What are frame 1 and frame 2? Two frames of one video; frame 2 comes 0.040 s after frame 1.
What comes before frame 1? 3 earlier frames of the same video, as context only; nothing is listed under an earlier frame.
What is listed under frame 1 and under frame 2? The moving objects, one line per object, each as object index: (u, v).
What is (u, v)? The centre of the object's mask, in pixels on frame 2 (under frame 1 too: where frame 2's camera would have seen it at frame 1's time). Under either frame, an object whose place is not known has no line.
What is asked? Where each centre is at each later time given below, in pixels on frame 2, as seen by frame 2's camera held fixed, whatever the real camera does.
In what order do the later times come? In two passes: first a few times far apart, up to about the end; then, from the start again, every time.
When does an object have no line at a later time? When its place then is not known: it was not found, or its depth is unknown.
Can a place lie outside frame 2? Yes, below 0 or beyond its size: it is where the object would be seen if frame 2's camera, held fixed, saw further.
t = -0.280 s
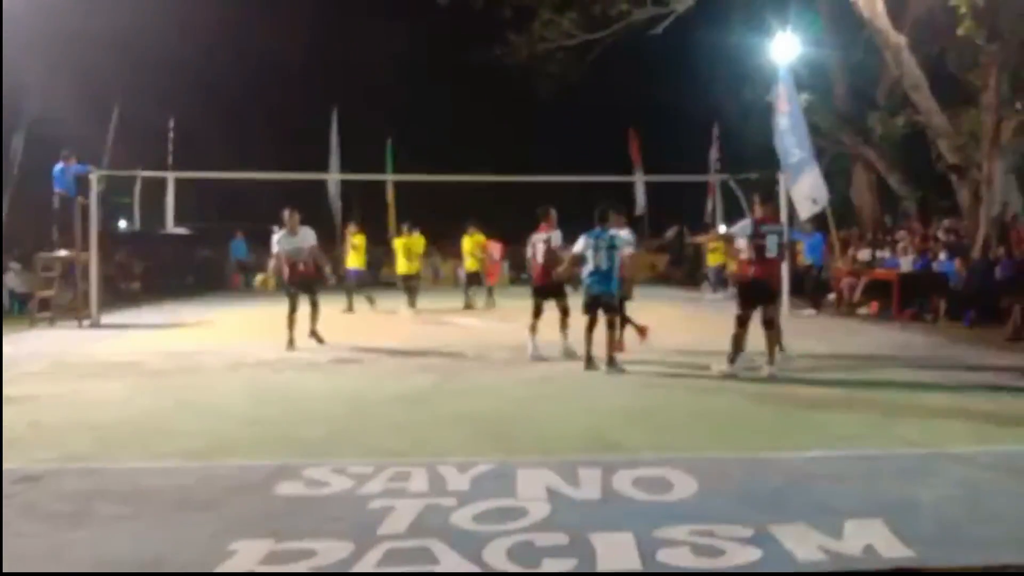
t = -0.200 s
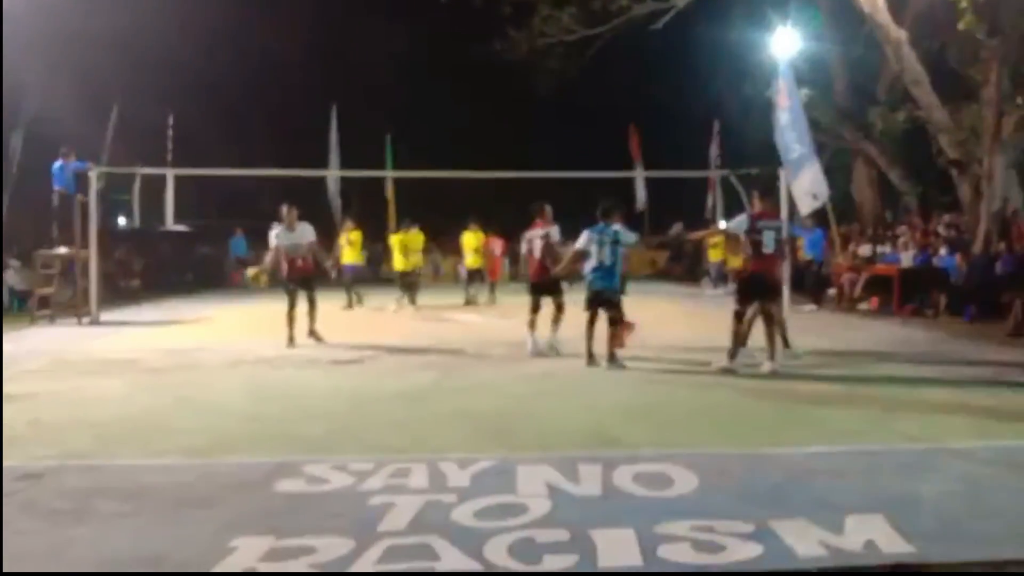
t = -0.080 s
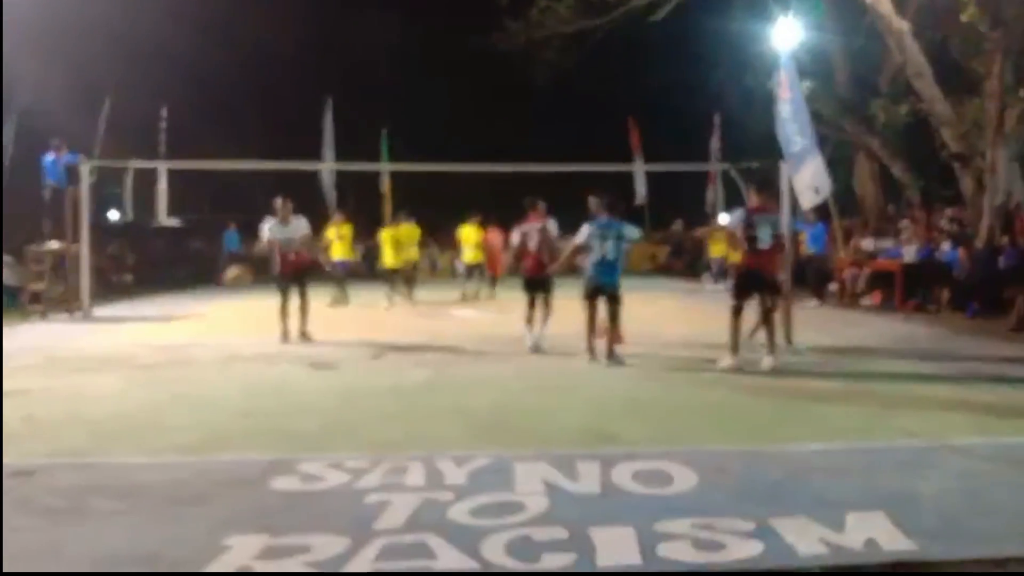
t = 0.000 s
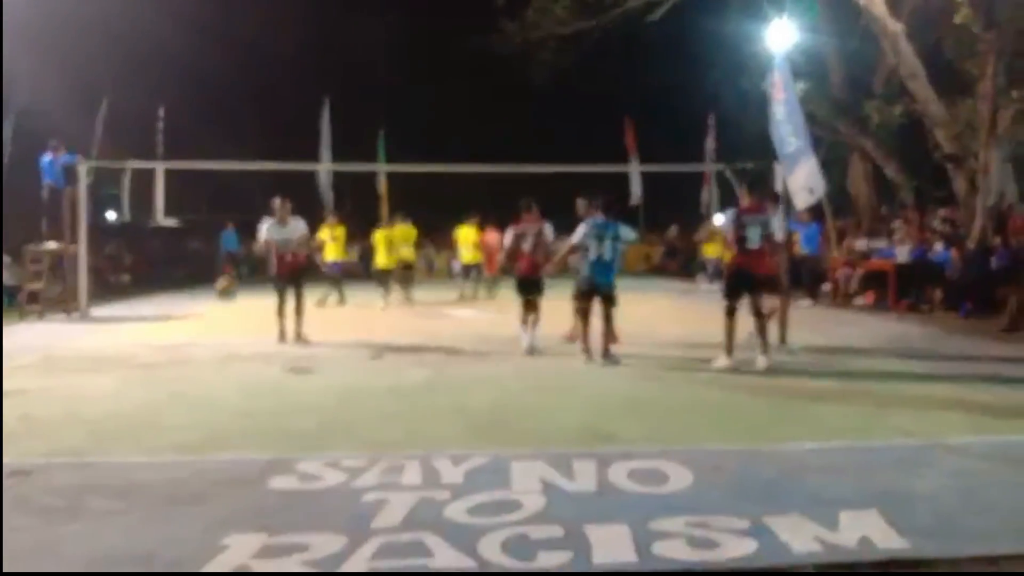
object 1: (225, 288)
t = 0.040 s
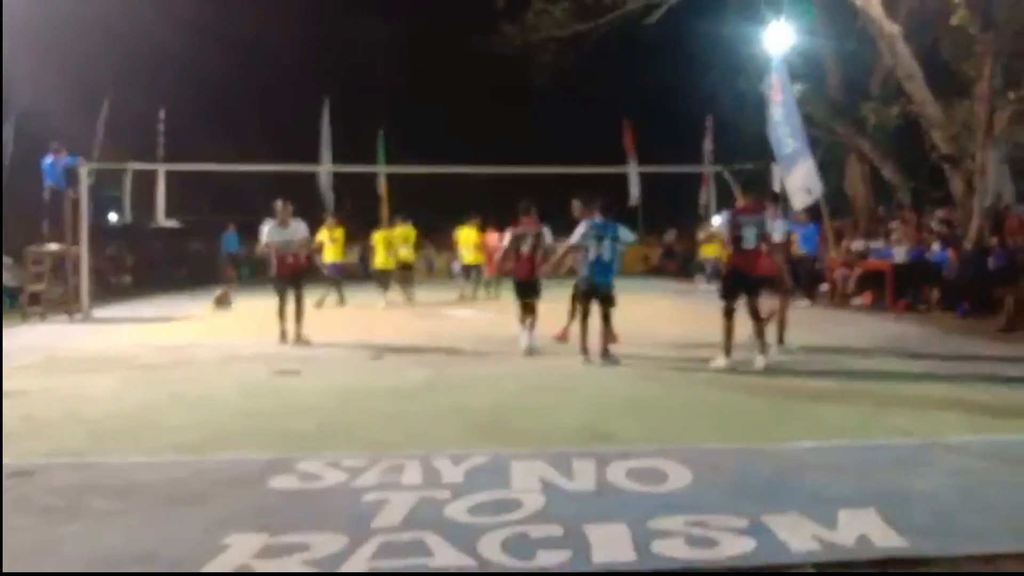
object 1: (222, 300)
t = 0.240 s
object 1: (201, 362)
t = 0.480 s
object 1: (173, 317)
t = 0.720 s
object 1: (137, 335)
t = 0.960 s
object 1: (97, 388)
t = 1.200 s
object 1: (51, 358)
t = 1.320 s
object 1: (21, 375)
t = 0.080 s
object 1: (219, 312)
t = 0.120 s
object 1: (215, 324)
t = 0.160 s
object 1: (210, 340)
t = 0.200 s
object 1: (206, 356)
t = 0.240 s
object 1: (201, 362)
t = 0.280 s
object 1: (196, 352)
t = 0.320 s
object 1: (192, 342)
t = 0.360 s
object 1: (189, 332)
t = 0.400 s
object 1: (183, 326)
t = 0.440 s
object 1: (177, 320)
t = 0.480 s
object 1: (173, 317)
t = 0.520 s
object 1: (168, 315)
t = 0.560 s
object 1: (162, 316)
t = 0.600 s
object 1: (157, 317)
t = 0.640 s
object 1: (151, 320)
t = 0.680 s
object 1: (145, 326)
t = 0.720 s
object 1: (137, 335)
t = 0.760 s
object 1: (132, 346)
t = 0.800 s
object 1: (126, 357)
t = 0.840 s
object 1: (120, 373)
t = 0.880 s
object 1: (113, 391)
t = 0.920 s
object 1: (105, 401)
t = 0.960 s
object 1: (97, 388)
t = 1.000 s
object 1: (91, 379)
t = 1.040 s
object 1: (83, 370)
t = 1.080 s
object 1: (76, 365)
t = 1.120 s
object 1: (68, 360)
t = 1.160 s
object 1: (59, 358)
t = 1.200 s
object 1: (51, 358)
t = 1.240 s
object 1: (40, 362)
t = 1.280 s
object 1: (30, 367)
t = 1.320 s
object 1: (21, 375)
